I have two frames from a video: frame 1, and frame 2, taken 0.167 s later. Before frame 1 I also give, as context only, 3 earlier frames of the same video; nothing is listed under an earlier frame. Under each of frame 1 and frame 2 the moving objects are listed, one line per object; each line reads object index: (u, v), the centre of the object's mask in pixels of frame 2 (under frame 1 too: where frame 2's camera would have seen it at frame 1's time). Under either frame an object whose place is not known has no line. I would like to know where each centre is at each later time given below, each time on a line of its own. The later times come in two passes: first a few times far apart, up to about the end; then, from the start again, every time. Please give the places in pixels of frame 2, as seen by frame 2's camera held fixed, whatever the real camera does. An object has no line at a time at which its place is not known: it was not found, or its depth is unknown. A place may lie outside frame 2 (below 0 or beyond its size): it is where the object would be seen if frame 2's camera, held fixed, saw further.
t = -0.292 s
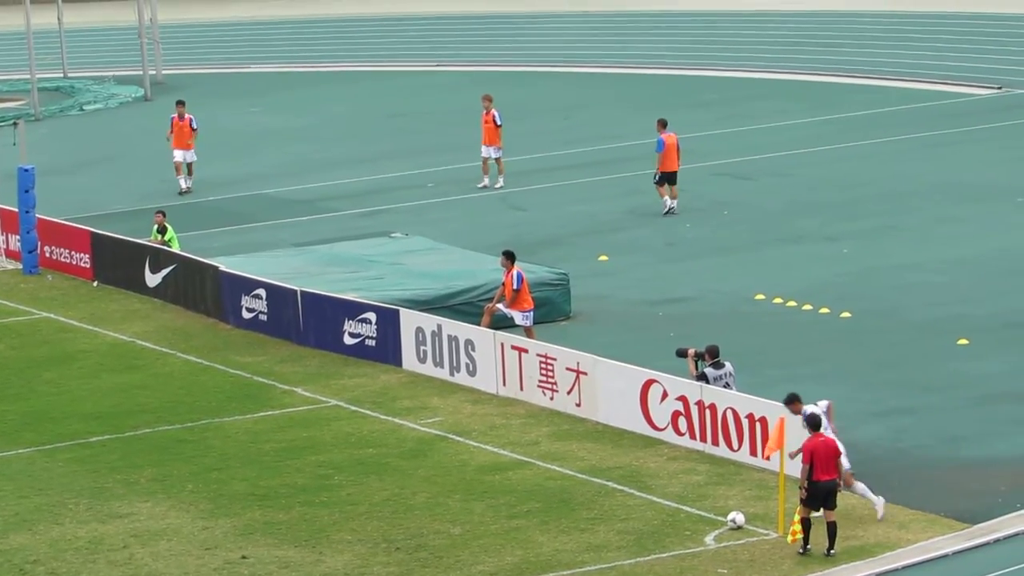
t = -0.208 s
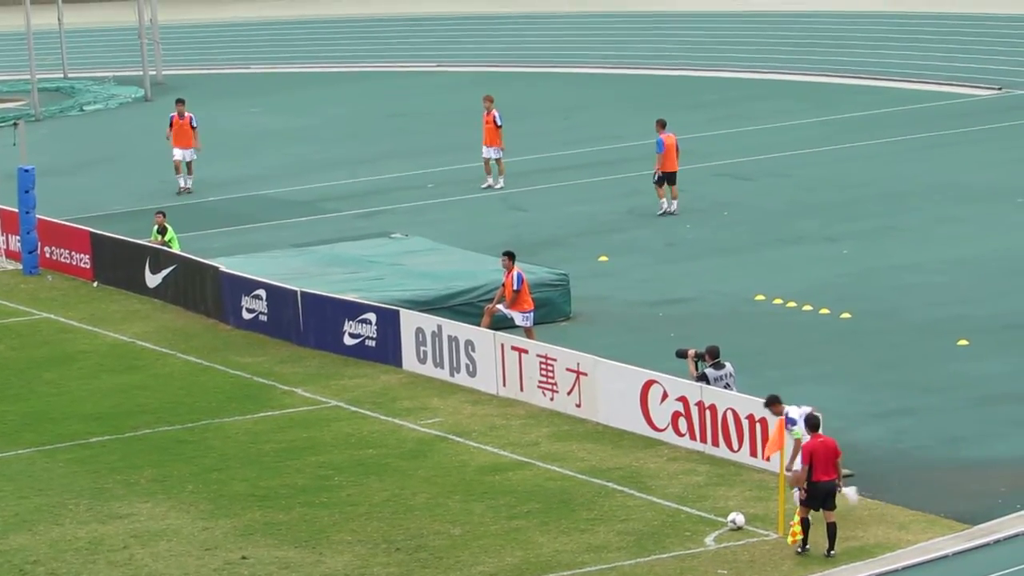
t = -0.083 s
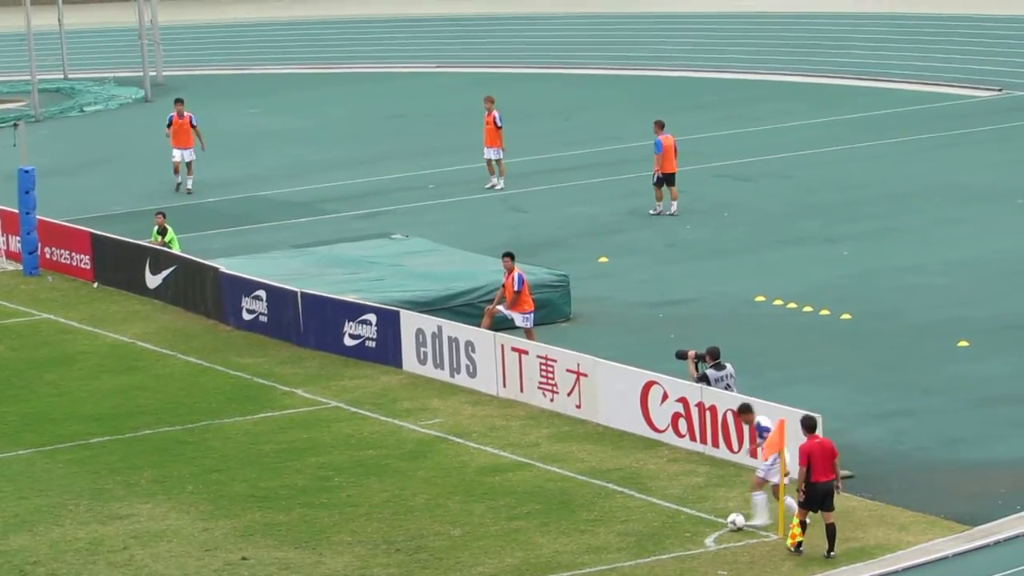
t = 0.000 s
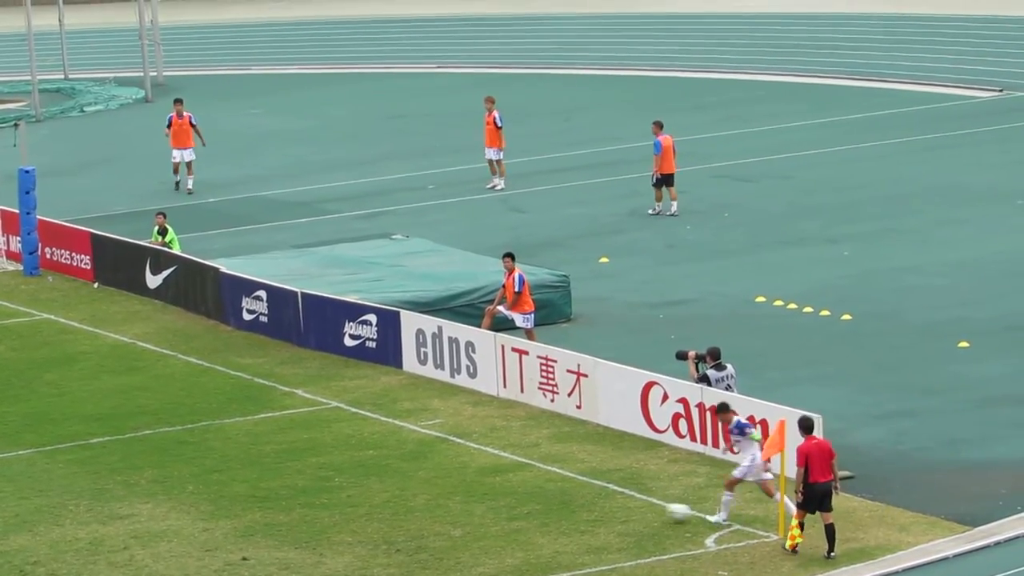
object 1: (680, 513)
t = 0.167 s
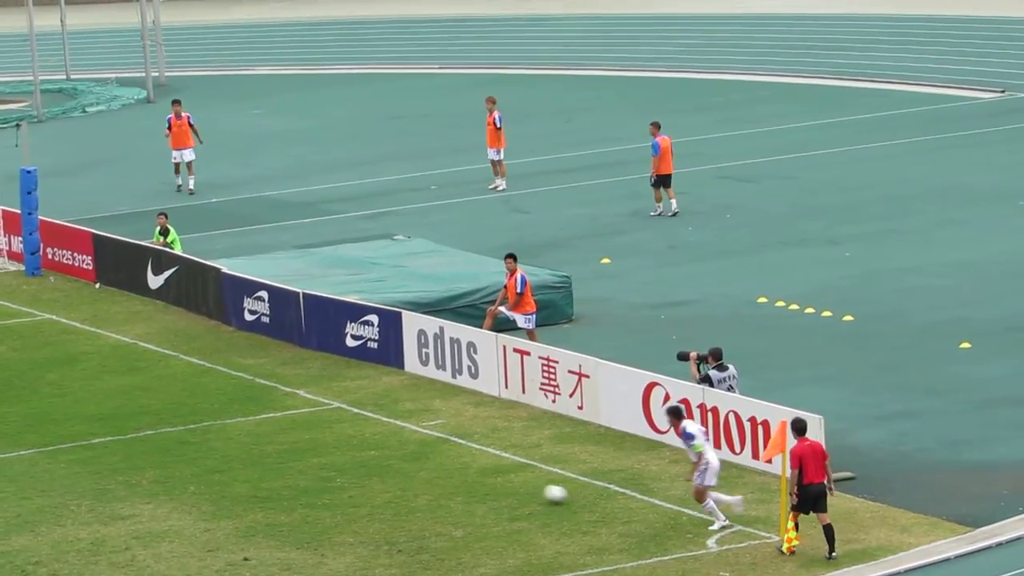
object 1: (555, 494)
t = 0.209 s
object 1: (527, 490)
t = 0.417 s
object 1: (404, 470)
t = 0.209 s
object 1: (527, 490)
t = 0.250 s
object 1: (500, 486)
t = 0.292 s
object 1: (474, 482)
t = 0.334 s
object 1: (450, 477)
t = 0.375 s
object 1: (427, 473)
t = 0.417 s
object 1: (404, 470)
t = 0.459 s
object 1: (383, 467)
